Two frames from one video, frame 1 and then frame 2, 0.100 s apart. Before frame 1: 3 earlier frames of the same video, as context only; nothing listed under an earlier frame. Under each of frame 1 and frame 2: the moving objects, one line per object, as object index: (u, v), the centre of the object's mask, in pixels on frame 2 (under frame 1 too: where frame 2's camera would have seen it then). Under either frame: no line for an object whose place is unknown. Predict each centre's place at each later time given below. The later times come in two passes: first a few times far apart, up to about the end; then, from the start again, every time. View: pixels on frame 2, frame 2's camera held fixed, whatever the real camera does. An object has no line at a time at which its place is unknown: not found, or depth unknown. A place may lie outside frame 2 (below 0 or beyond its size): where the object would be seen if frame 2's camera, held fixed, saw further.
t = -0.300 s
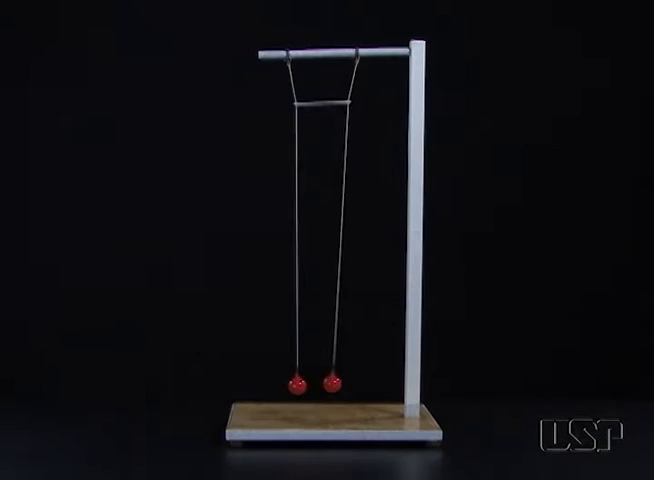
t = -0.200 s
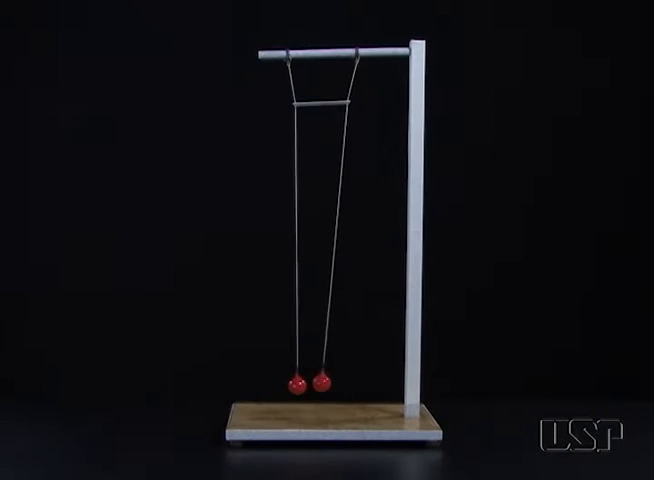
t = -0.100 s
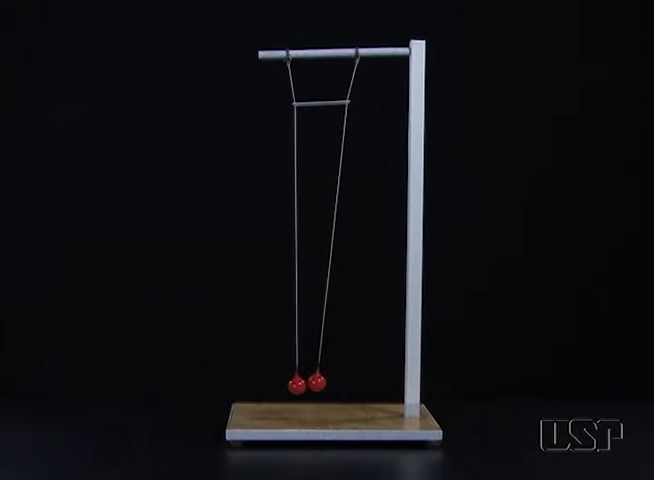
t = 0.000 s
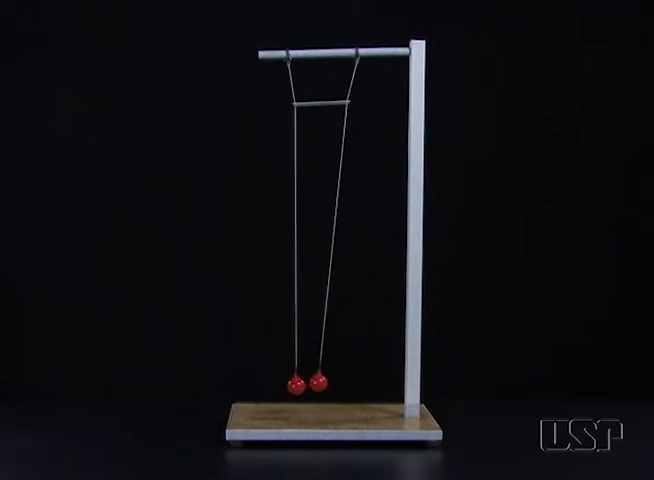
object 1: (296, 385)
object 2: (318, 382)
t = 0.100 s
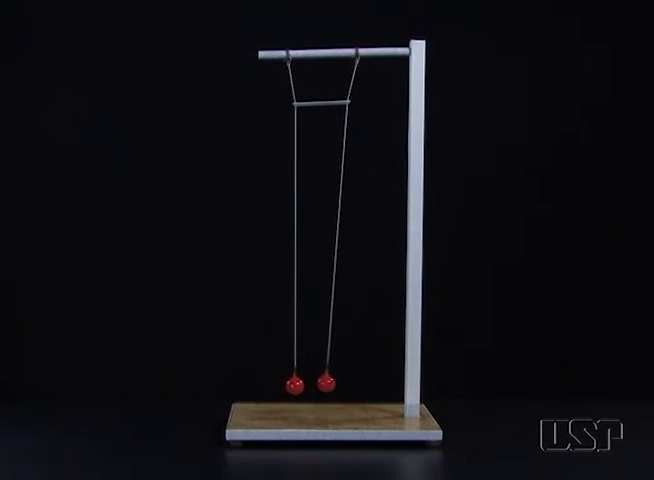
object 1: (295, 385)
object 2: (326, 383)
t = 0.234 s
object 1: (294, 384)
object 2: (343, 382)
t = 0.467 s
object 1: (294, 384)
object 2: (373, 382)
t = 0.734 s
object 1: (300, 384)
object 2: (374, 382)
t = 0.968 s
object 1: (303, 384)
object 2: (346, 383)
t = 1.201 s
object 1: (300, 384)
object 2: (321, 382)
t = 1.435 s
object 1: (291, 385)
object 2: (324, 382)
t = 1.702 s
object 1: (287, 384)
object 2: (357, 382)
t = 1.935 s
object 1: (294, 384)
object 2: (377, 382)
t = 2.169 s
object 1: (306, 384)
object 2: (366, 383)
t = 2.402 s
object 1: (309, 384)
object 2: (337, 383)
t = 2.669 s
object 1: (296, 384)
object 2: (321, 382)
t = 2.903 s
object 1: (282, 385)
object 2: (337, 383)
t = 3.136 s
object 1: (283, 385)
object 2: (364, 383)
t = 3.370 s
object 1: (299, 384)
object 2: (374, 383)
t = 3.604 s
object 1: (313, 384)
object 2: (357, 383)
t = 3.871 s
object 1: (309, 384)
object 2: (330, 383)
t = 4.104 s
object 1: (289, 384)
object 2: (327, 382)
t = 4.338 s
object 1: (276, 385)
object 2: (345, 382)
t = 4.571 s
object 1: (284, 384)
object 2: (366, 382)
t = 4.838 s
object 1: (310, 383)
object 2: (365, 383)
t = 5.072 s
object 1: (319, 383)
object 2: (346, 383)
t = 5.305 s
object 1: (305, 384)
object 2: (331, 382)
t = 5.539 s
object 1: (280, 384)
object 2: (335, 382)
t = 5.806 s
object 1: (273, 384)
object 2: (354, 383)
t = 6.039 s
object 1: (294, 384)
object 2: (364, 383)
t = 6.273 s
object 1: (318, 383)
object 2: (357, 383)
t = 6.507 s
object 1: (320, 383)
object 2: (342, 384)
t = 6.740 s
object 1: (297, 384)
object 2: (335, 383)
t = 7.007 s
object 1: (271, 384)
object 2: (344, 383)
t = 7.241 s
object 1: (275, 384)
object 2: (355, 383)
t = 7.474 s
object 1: (303, 384)
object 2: (358, 383)
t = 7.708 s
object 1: (324, 383)
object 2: (351, 383)
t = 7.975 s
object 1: (313, 383)
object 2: (342, 383)
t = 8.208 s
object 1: (283, 384)
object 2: (343, 383)
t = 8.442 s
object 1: (267, 383)
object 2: (348, 383)
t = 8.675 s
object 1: (282, 384)
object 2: (352, 383)
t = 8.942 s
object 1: (316, 383)
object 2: (350, 384)
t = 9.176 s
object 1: (325, 382)
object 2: (348, 384)
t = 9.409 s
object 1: (305, 384)
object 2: (348, 383)
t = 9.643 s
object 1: (275, 384)
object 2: (349, 383)
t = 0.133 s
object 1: (294, 384)
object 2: (330, 383)
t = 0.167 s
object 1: (294, 384)
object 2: (334, 382)
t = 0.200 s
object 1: (294, 384)
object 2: (338, 382)
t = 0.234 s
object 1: (294, 384)
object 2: (343, 382)
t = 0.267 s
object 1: (293, 384)
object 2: (348, 382)
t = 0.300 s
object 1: (293, 384)
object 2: (353, 382)
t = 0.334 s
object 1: (293, 384)
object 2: (357, 382)
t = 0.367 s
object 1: (293, 384)
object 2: (362, 383)
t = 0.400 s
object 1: (293, 384)
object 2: (366, 382)
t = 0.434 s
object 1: (293, 384)
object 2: (369, 382)
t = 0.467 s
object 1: (294, 384)
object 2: (373, 382)
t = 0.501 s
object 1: (294, 384)
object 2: (376, 382)
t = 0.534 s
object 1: (295, 384)
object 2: (378, 382)
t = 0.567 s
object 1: (296, 384)
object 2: (379, 382)
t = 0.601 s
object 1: (296, 384)
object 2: (379, 382)
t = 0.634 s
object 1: (297, 384)
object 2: (379, 382)
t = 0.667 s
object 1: (298, 384)
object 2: (378, 382)
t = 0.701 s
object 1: (299, 384)
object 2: (377, 382)
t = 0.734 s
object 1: (300, 384)
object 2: (374, 382)
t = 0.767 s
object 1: (300, 384)
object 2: (371, 383)
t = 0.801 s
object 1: (301, 384)
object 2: (368, 383)
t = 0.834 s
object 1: (302, 384)
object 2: (364, 383)
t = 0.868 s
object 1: (302, 384)
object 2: (360, 383)
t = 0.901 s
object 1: (303, 384)
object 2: (355, 383)
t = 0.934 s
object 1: (303, 384)
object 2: (351, 383)
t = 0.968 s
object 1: (303, 384)
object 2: (346, 383)
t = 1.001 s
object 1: (303, 384)
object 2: (341, 383)
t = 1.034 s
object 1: (303, 384)
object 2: (337, 382)
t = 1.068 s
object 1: (303, 384)
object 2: (332, 382)
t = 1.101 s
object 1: (302, 384)
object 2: (329, 382)
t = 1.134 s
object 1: (302, 384)
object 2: (325, 382)
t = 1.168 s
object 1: (301, 384)
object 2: (323, 382)
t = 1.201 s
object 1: (300, 384)
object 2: (321, 382)
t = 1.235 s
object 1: (299, 384)
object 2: (319, 382)
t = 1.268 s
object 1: (297, 384)
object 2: (318, 381)
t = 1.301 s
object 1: (296, 385)
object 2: (318, 381)
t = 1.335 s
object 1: (295, 384)
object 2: (319, 381)
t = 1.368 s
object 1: (294, 385)
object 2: (320, 382)
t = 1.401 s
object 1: (292, 385)
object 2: (322, 382)
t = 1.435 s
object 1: (291, 385)
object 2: (324, 382)
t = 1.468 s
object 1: (290, 385)
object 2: (328, 382)
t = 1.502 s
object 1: (289, 385)
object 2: (331, 382)
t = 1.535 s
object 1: (288, 385)
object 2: (335, 382)
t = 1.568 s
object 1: (287, 384)
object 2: (339, 382)
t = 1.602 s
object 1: (287, 384)
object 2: (344, 382)
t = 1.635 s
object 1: (287, 384)
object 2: (348, 382)
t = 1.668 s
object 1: (287, 384)
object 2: (353, 382)
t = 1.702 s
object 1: (287, 384)
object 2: (357, 382)
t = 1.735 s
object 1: (287, 384)
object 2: (361, 383)
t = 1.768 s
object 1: (288, 384)
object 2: (365, 382)
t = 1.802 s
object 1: (289, 384)
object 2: (369, 382)
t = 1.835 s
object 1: (290, 384)
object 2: (372, 382)
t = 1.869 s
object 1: (291, 384)
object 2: (374, 382)
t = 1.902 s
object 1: (293, 384)
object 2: (376, 382)
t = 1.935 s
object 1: (294, 384)
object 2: (377, 382)
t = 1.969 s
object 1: (296, 384)
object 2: (377, 382)
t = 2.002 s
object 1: (298, 384)
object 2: (377, 382)
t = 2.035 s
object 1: (300, 384)
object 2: (376, 382)
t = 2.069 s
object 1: (301, 384)
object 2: (374, 382)
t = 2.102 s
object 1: (303, 384)
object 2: (372, 382)
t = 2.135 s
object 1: (304, 384)
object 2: (369, 382)
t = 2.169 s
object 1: (306, 384)
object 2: (366, 383)
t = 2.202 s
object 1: (307, 384)
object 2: (362, 383)
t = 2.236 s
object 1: (308, 384)
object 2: (358, 383)
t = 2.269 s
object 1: (309, 384)
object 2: (354, 383)
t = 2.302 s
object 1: (309, 384)
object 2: (350, 383)
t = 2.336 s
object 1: (309, 384)
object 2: (345, 383)
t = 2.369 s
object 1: (309, 384)
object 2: (341, 383)
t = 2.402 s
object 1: (309, 384)
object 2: (337, 383)
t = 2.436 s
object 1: (308, 384)
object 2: (333, 383)
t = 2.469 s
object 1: (307, 384)
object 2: (330, 383)
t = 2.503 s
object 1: (305, 384)
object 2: (327, 383)
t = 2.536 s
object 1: (304, 384)
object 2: (325, 382)
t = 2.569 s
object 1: (302, 384)
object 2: (323, 382)
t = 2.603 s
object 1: (300, 384)
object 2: (322, 382)
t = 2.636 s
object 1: (298, 384)
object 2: (321, 382)
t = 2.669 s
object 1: (296, 384)
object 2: (321, 382)
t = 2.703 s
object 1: (293, 385)
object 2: (321, 382)
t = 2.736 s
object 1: (291, 385)
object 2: (323, 382)
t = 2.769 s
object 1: (289, 385)
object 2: (325, 382)
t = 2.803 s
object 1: (287, 385)
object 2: (327, 383)
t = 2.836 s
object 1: (285, 385)
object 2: (330, 382)
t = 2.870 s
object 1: (284, 385)
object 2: (333, 383)
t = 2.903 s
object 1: (282, 385)
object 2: (337, 383)
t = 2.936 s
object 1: (282, 384)
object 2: (340, 383)
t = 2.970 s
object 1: (281, 385)
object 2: (344, 383)
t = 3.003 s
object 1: (281, 385)
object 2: (349, 383)
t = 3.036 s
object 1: (281, 385)
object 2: (353, 383)
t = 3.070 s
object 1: (281, 385)
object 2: (357, 383)
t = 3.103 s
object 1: (282, 384)
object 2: (360, 383)
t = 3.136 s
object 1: (283, 385)
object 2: (364, 383)
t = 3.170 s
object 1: (285, 385)
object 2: (367, 383)
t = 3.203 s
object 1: (287, 384)
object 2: (369, 383)
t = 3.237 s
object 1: (289, 384)
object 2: (371, 383)
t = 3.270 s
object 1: (291, 384)
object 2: (372, 383)
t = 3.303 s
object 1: (294, 384)
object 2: (374, 383)
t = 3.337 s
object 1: (296, 384)
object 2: (374, 383)
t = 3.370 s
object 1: (299, 384)
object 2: (374, 383)
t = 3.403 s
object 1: (302, 384)
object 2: (373, 383)
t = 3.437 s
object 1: (304, 384)
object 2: (371, 383)
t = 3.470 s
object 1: (306, 384)
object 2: (369, 383)
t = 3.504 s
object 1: (309, 384)
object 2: (366, 383)
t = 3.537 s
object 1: (311, 384)
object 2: (363, 383)
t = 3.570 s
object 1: (313, 384)
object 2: (360, 383)
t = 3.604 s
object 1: (313, 384)
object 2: (357, 383)
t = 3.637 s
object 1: (314, 384)
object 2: (353, 383)
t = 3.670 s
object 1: (315, 384)
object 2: (349, 383)
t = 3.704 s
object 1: (315, 384)
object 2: (345, 384)
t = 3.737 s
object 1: (315, 384)
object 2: (342, 383)
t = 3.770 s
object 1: (314, 384)
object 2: (338, 383)
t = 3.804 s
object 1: (312, 384)
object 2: (335, 384)
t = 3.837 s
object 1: (311, 384)
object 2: (332, 383)
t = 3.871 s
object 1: (309, 384)
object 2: (330, 383)
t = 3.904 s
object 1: (306, 384)
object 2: (328, 383)
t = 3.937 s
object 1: (304, 384)
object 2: (326, 383)
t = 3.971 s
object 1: (301, 384)
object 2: (325, 382)
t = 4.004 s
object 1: (298, 385)
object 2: (325, 382)
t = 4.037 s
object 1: (295, 385)
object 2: (325, 382)
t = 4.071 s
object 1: (292, 385)
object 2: (325, 382)
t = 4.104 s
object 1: (289, 384)
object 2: (327, 382)
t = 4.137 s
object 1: (286, 384)
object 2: (328, 382)
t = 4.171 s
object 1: (283, 385)
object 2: (330, 382)
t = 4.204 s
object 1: (281, 384)
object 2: (333, 383)
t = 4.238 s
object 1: (279, 385)
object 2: (335, 382)
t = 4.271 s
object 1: (277, 384)
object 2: (339, 383)
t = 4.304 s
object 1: (276, 384)
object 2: (342, 383)
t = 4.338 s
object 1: (276, 385)
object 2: (345, 382)
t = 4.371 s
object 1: (275, 384)
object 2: (349, 383)
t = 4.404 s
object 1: (276, 384)
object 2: (352, 383)
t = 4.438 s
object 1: (276, 384)
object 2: (355, 382)
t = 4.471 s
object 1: (278, 384)
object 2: (358, 383)
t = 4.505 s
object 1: (279, 384)
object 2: (361, 383)
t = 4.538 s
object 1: (281, 384)
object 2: (364, 383)
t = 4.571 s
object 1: (284, 384)
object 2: (366, 382)
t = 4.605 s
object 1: (287, 384)
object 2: (367, 382)
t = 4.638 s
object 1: (290, 384)
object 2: (368, 383)
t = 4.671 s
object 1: (294, 384)
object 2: (369, 382)
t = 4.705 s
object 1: (297, 384)
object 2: (369, 382)
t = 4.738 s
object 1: (300, 384)
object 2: (369, 382)
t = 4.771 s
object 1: (303, 384)
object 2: (368, 382)
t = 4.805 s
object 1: (307, 384)
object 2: (367, 383)
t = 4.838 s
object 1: (310, 383)
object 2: (365, 383)
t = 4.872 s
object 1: (312, 384)
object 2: (363, 383)
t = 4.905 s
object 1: (315, 383)
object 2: (360, 383)
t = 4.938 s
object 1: (317, 383)
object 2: (358, 383)
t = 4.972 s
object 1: (318, 383)
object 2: (355, 383)
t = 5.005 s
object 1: (319, 383)
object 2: (352, 383)
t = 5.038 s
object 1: (319, 383)
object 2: (349, 383)
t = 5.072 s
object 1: (319, 383)
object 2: (346, 383)
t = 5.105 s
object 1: (319, 383)
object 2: (343, 383)
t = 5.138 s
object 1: (317, 383)
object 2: (340, 383)
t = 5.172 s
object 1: (316, 383)
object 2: (338, 383)
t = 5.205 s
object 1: (313, 384)
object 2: (335, 383)
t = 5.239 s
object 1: (311, 384)
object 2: (333, 383)
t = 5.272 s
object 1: (308, 384)
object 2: (332, 383)
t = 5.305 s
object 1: (305, 384)
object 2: (331, 382)
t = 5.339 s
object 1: (301, 384)
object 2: (330, 382)
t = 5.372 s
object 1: (298, 384)
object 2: (330, 382)
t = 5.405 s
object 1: (294, 384)
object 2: (330, 382)
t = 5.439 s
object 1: (290, 384)
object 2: (330, 382)
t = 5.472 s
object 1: (287, 384)
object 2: (331, 382)
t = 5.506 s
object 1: (284, 384)
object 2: (333, 382)
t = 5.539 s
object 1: (280, 384)
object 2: (335, 382)
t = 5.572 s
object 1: (277, 384)
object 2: (337, 382)
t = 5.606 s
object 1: (275, 384)
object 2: (339, 382)
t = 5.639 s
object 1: (273, 384)
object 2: (341, 382)
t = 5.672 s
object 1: (272, 384)
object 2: (344, 382)
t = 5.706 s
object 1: (272, 384)
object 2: (346, 382)
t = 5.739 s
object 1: (271, 384)
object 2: (349, 382)
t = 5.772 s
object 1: (272, 384)
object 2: (352, 383)
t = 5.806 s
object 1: (273, 384)
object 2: (354, 383)
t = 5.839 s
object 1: (275, 384)
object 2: (356, 383)
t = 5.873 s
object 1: (277, 384)
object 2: (358, 383)
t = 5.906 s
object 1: (280, 384)
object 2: (360, 383)
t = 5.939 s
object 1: (282, 384)
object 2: (362, 383)
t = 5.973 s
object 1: (286, 384)
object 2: (363, 383)
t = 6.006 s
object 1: (290, 384)
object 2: (364, 383)
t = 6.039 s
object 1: (294, 384)
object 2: (364, 383)
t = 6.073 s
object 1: (297, 384)
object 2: (364, 383)
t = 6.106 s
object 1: (302, 384)
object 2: (363, 383)
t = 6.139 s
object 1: (305, 384)
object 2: (363, 383)
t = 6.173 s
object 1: (309, 384)
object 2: (362, 383)
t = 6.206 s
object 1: (313, 383)
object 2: (361, 383)
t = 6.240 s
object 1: (315, 384)
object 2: (359, 383)
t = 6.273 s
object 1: (318, 383)
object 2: (357, 383)
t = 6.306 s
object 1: (320, 383)
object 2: (355, 384)
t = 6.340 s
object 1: (322, 383)
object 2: (353, 384)
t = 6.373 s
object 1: (323, 383)
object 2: (351, 384)
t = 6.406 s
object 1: (323, 383)
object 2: (348, 383)
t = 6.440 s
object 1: (323, 383)
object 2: (346, 383)
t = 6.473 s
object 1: (322, 383)
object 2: (344, 384)
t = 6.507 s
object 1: (320, 383)
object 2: (342, 384)
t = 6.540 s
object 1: (318, 384)
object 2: (341, 384)
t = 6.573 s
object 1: (315, 384)
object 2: (339, 384)
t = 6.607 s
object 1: (313, 383)
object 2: (338, 384)
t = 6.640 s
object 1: (309, 384)
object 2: (336, 384)
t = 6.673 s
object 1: (305, 384)
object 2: (336, 383)
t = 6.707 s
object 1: (301, 384)
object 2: (335, 383)
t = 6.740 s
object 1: (297, 384)
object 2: (335, 383)
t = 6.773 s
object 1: (293, 384)
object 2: (335, 383)
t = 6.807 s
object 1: (289, 384)
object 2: (336, 383)
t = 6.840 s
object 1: (285, 384)
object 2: (337, 383)
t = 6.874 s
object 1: (281, 384)
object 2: (338, 383)
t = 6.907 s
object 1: (278, 384)
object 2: (339, 383)
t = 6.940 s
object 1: (275, 384)
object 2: (341, 383)
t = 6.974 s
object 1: (272, 385)
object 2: (342, 383)
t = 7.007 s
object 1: (271, 384)
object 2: (344, 383)
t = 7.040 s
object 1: (269, 384)
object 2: (346, 383)
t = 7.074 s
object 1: (269, 384)
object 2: (347, 383)
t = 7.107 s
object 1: (269, 384)
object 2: (349, 383)
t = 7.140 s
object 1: (269, 384)
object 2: (351, 383)
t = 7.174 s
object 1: (271, 384)
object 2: (352, 383)
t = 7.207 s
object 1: (273, 384)
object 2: (354, 383)
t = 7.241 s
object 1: (275, 384)
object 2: (355, 383)
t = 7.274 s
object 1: (278, 384)
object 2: (356, 383)
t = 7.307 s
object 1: (282, 384)
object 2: (357, 383)
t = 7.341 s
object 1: (286, 384)
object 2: (358, 383)
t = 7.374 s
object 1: (290, 384)
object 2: (358, 383)
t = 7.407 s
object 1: (294, 384)
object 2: (358, 383)
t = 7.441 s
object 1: (298, 384)
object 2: (358, 383)
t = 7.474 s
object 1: (303, 384)
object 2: (358, 383)
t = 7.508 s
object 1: (307, 384)
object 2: (357, 383)
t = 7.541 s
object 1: (311, 383)
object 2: (356, 384)
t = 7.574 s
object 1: (314, 383)
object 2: (355, 384)
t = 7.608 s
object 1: (317, 383)
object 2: (354, 384)
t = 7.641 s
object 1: (320, 383)
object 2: (353, 384)
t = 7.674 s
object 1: (323, 383)
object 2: (352, 384)
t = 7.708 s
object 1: (324, 383)
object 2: (351, 383)
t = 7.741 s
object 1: (325, 383)
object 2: (350, 384)
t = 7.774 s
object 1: (325, 383)
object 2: (348, 384)
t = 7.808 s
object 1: (325, 383)
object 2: (347, 383)
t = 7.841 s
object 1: (323, 383)
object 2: (346, 384)
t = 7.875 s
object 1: (322, 383)
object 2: (345, 384)
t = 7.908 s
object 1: (319, 383)
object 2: (344, 383)
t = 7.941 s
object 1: (317, 384)
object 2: (343, 383)
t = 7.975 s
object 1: (313, 383)
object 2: (342, 383)
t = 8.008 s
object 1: (309, 384)
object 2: (342, 383)
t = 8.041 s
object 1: (305, 384)
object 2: (341, 383)
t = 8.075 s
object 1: (301, 384)
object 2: (342, 383)
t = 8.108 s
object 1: (296, 384)
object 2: (342, 383)
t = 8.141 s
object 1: (292, 384)
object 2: (342, 383)
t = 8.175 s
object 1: (287, 384)
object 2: (342, 383)
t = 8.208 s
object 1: (283, 384)
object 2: (343, 383)
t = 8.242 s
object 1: (279, 384)
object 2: (343, 383)
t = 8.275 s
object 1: (276, 384)
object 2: (344, 383)
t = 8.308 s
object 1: (273, 384)
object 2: (345, 383)
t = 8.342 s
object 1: (270, 384)
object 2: (345, 383)
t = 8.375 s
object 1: (269, 384)
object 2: (346, 383)
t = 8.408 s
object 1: (268, 384)
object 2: (347, 383)
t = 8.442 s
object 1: (267, 383)
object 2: (348, 383)
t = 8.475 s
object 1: (267, 384)
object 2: (349, 383)
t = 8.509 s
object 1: (268, 384)
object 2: (349, 383)
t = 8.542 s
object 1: (270, 384)
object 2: (350, 383)
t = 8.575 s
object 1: (272, 384)
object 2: (351, 383)
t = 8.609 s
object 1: (274, 384)
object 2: (351, 383)
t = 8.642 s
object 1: (278, 384)
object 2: (351, 383)
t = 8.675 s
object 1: (282, 384)
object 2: (352, 383)
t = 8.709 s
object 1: (286, 384)
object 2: (352, 383)
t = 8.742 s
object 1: (290, 384)
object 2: (352, 383)
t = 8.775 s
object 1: (295, 384)
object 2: (352, 383)
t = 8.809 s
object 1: (299, 384)
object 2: (352, 383)
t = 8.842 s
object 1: (304, 384)
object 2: (352, 383)
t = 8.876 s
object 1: (308, 384)
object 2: (351, 383)
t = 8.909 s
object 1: (312, 384)
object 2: (351, 383)
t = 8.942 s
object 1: (316, 383)
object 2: (350, 384)
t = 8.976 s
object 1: (319, 383)
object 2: (350, 383)
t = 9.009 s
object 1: (322, 383)
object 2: (350, 383)
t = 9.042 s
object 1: (324, 382)
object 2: (349, 383)
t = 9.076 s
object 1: (325, 382)
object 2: (349, 384)
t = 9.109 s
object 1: (326, 382)
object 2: (349, 384)
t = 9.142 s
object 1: (326, 383)
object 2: (348, 383)
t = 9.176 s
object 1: (325, 382)
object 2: (348, 384)
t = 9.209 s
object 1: (324, 382)
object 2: (348, 384)
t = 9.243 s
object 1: (322, 383)
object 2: (348, 384)
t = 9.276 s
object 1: (320, 383)
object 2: (348, 383)
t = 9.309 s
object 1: (316, 383)
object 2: (348, 383)
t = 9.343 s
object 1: (313, 383)
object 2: (348, 383)
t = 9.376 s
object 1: (309, 384)
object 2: (348, 383)
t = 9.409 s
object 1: (305, 384)
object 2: (348, 383)
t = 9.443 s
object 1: (300, 384)
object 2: (348, 383)
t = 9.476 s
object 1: (296, 384)
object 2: (348, 383)
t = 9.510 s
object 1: (291, 384)
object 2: (348, 383)
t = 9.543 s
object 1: (287, 384)
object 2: (348, 383)
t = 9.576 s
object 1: (283, 384)
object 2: (348, 383)
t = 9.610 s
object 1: (279, 384)
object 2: (349, 383)
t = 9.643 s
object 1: (275, 384)
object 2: (349, 383)
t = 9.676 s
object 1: (272, 384)
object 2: (349, 383)
